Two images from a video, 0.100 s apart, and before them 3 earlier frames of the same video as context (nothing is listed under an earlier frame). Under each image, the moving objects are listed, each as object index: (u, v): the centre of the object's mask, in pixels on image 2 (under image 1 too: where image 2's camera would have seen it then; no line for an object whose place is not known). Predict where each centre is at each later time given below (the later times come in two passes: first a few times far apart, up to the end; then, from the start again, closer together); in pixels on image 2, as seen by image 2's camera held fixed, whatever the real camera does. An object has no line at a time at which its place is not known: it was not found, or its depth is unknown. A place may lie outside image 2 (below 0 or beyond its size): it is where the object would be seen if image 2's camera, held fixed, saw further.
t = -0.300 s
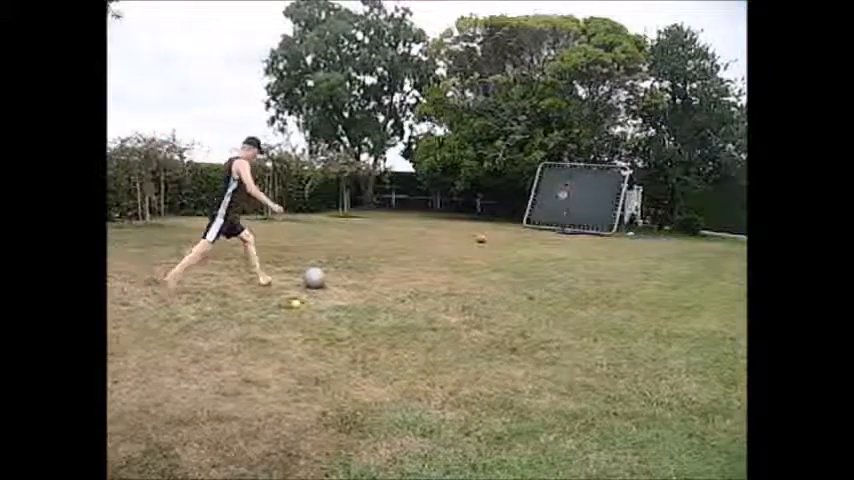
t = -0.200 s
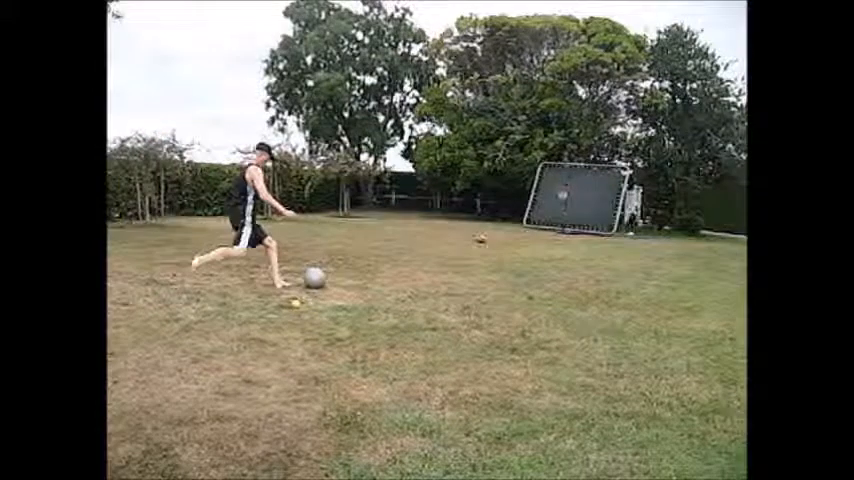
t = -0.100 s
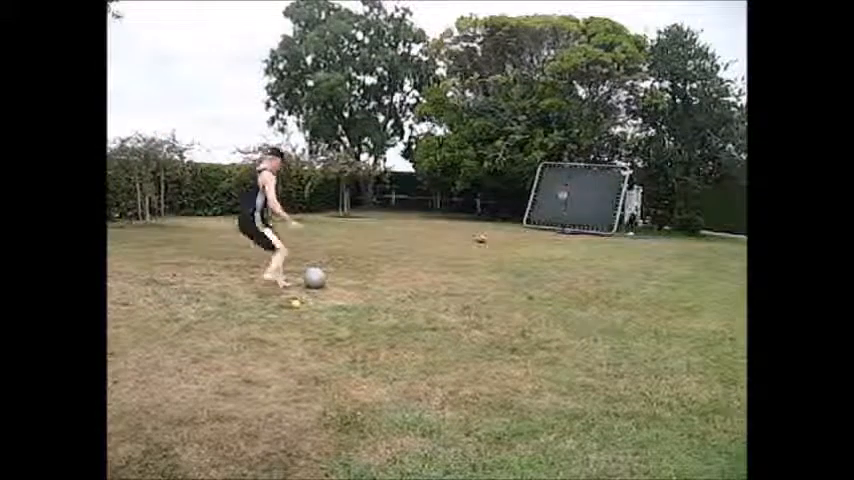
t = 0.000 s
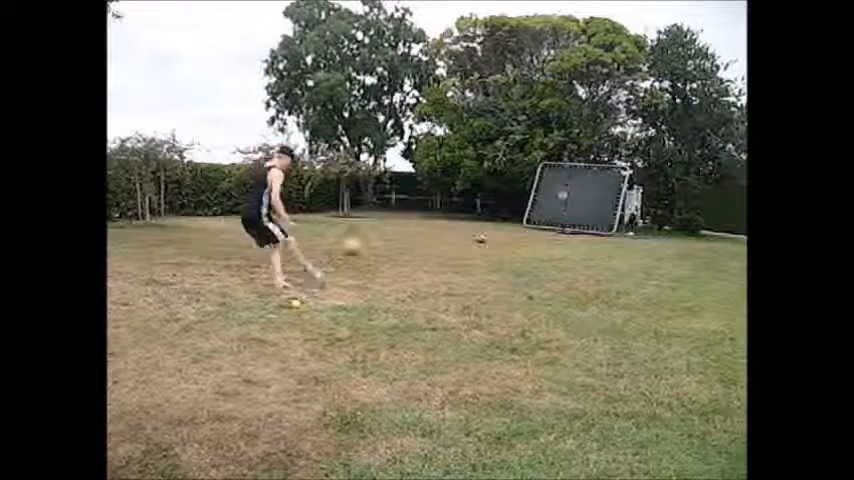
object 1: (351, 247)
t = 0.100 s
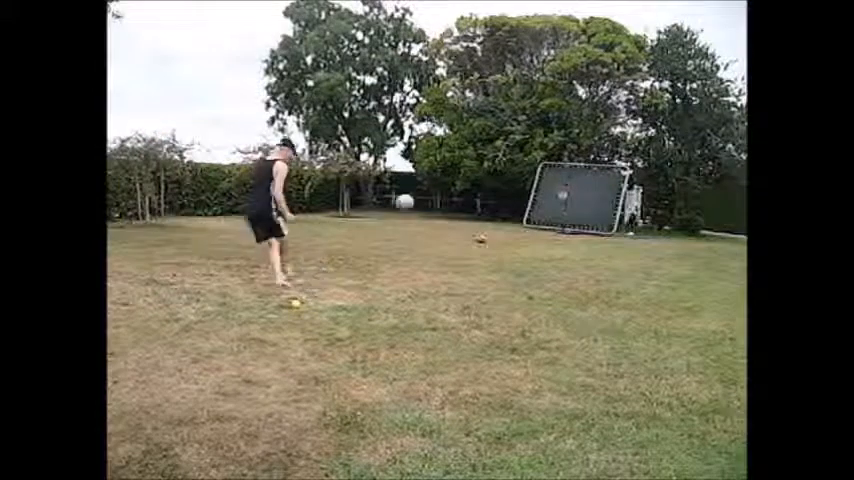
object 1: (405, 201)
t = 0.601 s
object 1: (525, 146)
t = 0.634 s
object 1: (529, 148)
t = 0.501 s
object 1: (510, 145)
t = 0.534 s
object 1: (516, 145)
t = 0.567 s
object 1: (520, 146)
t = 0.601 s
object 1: (525, 146)
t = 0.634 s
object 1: (529, 148)
